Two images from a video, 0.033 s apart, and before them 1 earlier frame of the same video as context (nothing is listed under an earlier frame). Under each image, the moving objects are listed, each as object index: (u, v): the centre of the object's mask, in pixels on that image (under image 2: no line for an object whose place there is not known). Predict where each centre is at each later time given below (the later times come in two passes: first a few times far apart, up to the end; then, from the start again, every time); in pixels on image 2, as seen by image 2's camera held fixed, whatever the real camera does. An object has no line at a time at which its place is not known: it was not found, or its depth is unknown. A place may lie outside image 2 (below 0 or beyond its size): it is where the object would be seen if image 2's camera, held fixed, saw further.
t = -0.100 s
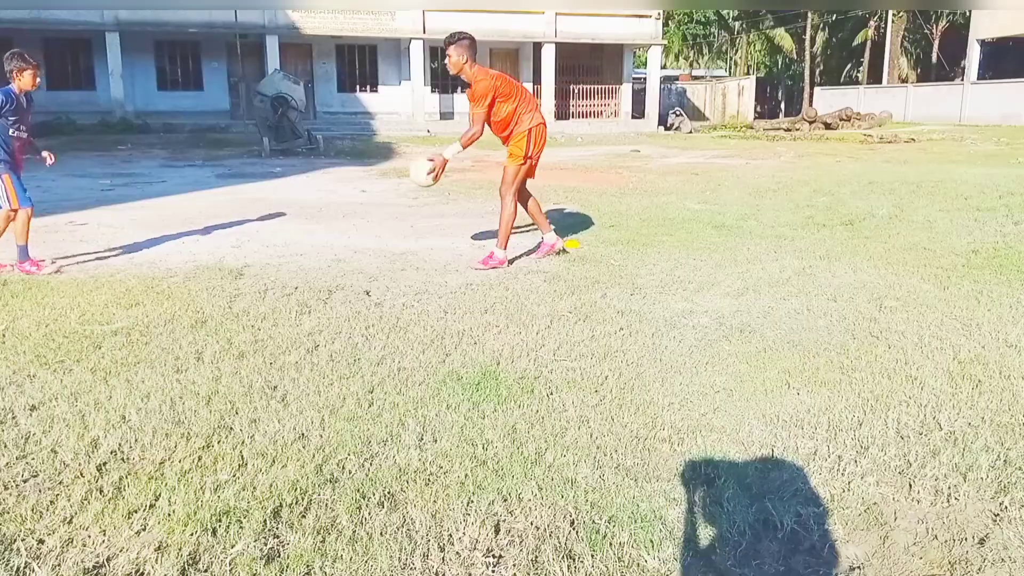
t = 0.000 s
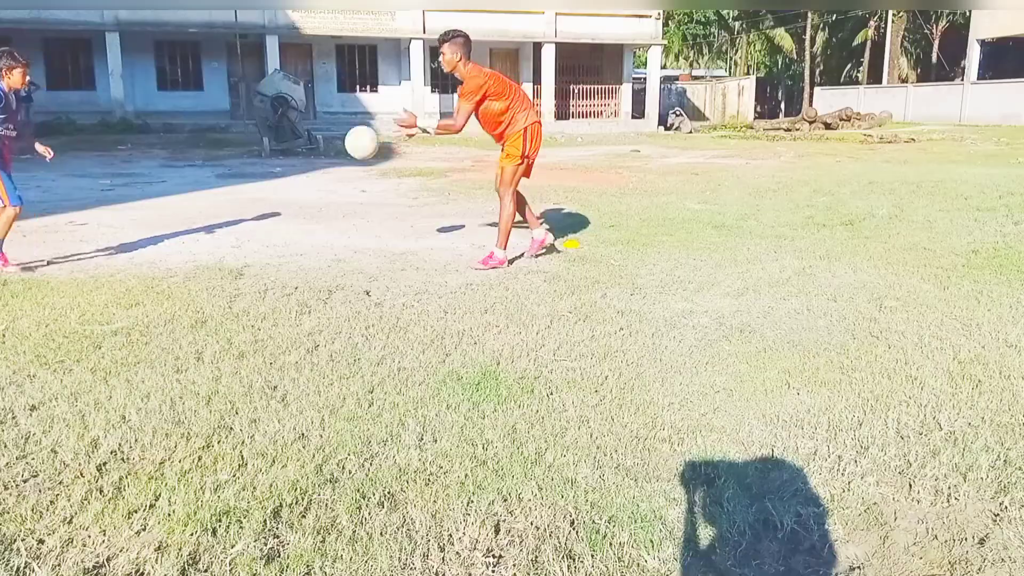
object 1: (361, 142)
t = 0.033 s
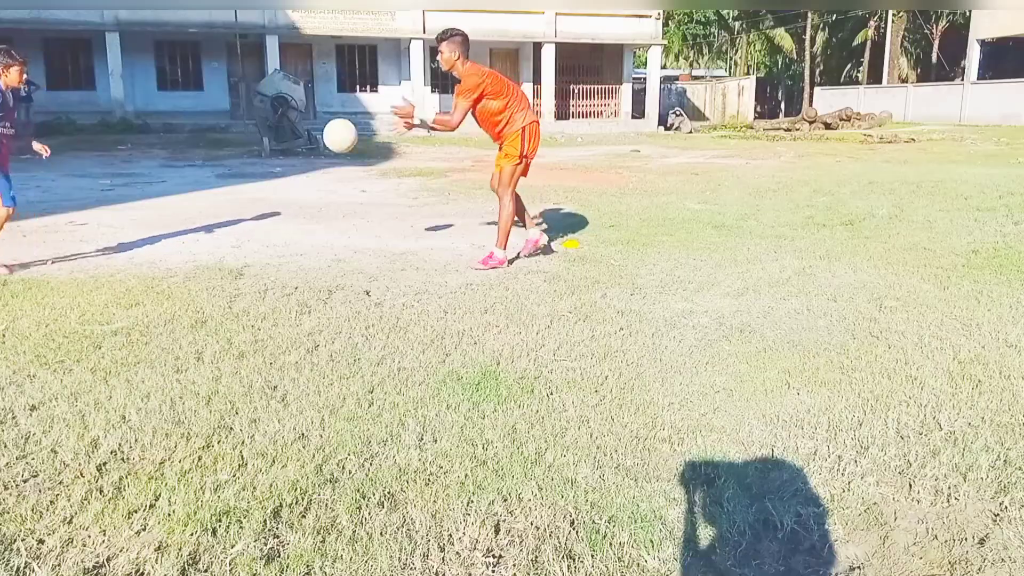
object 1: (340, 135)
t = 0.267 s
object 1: (187, 135)
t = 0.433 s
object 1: (82, 189)
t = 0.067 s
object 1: (318, 130)
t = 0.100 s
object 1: (297, 127)
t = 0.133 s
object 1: (274, 125)
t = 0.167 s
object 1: (253, 125)
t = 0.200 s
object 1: (231, 126)
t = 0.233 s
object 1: (209, 130)
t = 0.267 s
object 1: (187, 135)
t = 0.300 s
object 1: (166, 143)
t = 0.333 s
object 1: (144, 152)
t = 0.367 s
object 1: (123, 162)
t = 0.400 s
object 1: (102, 175)
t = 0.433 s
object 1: (82, 189)
